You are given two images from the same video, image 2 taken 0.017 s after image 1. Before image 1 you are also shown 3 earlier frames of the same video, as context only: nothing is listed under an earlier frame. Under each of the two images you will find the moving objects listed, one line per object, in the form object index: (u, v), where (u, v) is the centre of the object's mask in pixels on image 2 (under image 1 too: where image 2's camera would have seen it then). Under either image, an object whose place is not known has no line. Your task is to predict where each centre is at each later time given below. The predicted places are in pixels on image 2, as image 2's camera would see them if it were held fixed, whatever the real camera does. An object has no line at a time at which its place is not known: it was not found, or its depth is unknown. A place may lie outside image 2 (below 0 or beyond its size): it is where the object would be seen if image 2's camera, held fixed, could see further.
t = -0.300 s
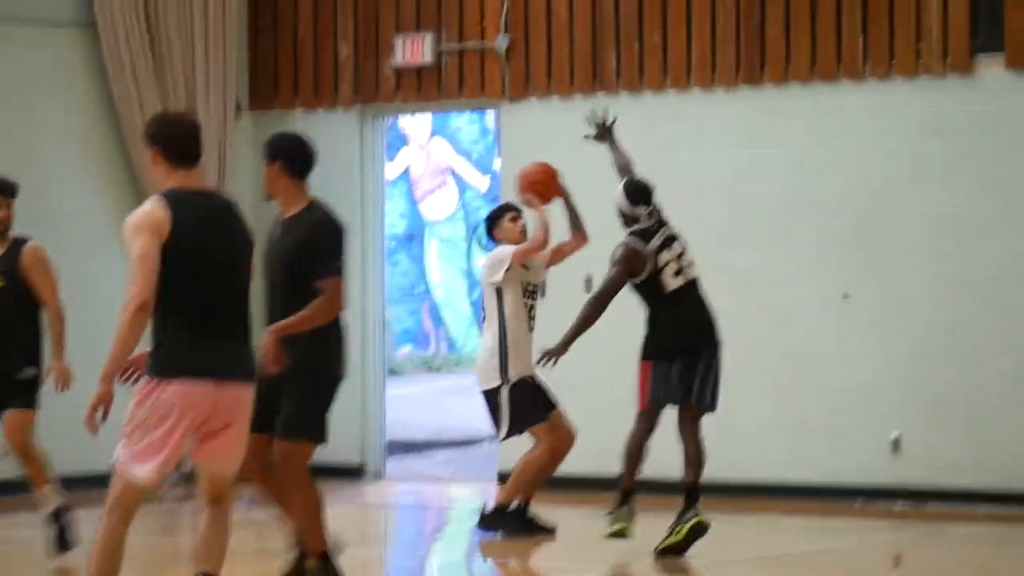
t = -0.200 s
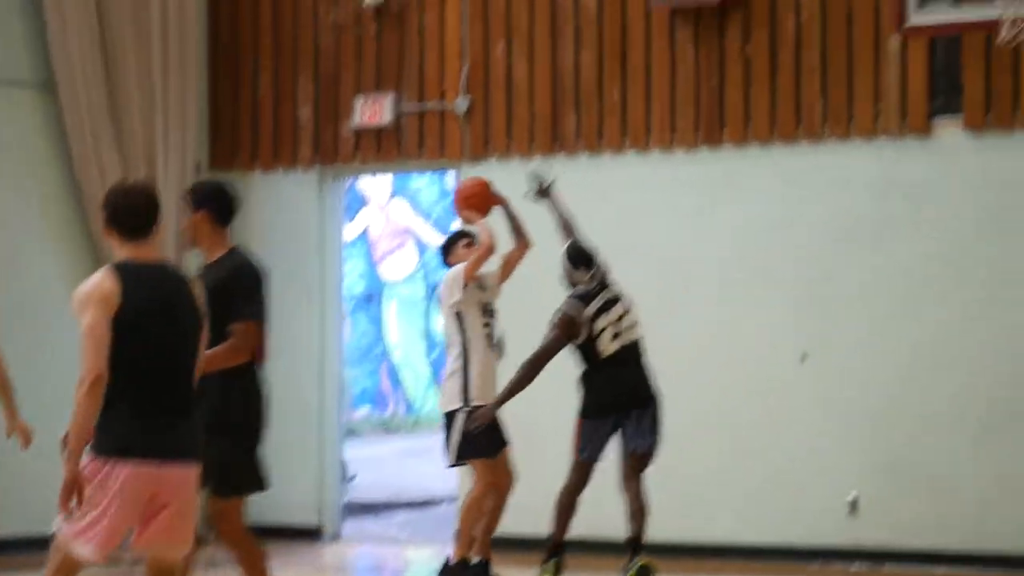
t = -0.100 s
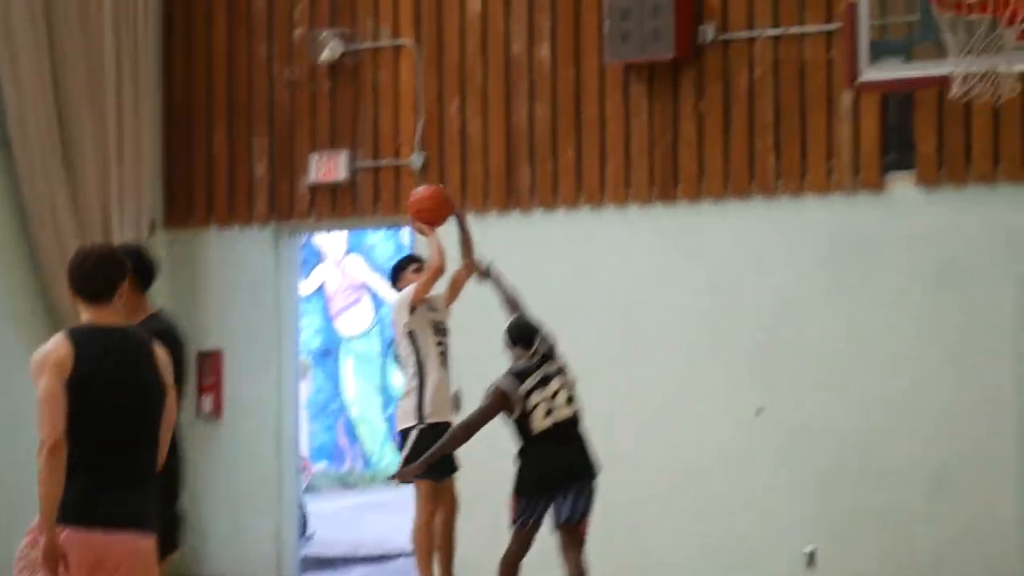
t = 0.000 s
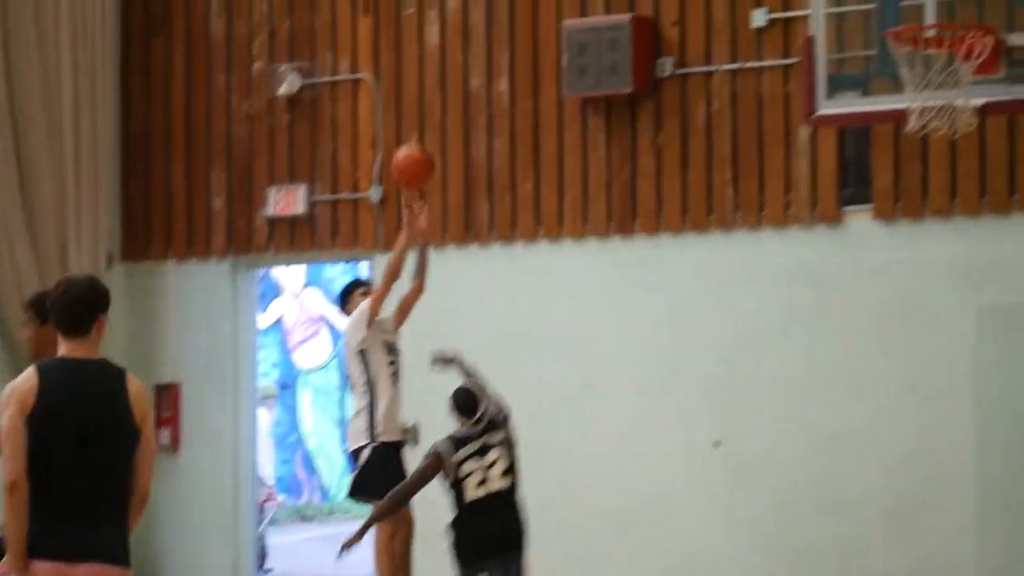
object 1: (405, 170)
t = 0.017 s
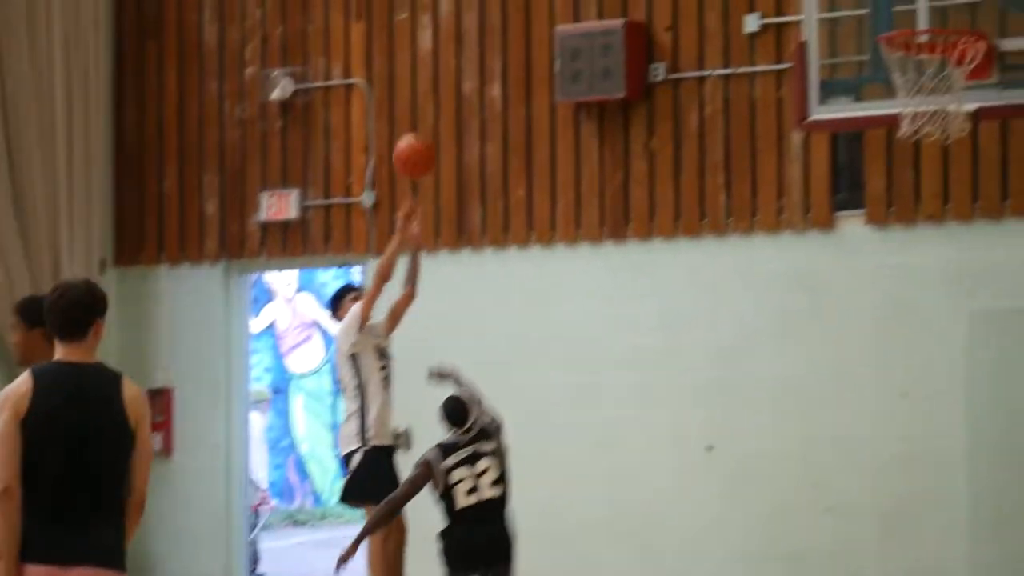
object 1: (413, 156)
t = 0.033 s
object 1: (424, 142)
